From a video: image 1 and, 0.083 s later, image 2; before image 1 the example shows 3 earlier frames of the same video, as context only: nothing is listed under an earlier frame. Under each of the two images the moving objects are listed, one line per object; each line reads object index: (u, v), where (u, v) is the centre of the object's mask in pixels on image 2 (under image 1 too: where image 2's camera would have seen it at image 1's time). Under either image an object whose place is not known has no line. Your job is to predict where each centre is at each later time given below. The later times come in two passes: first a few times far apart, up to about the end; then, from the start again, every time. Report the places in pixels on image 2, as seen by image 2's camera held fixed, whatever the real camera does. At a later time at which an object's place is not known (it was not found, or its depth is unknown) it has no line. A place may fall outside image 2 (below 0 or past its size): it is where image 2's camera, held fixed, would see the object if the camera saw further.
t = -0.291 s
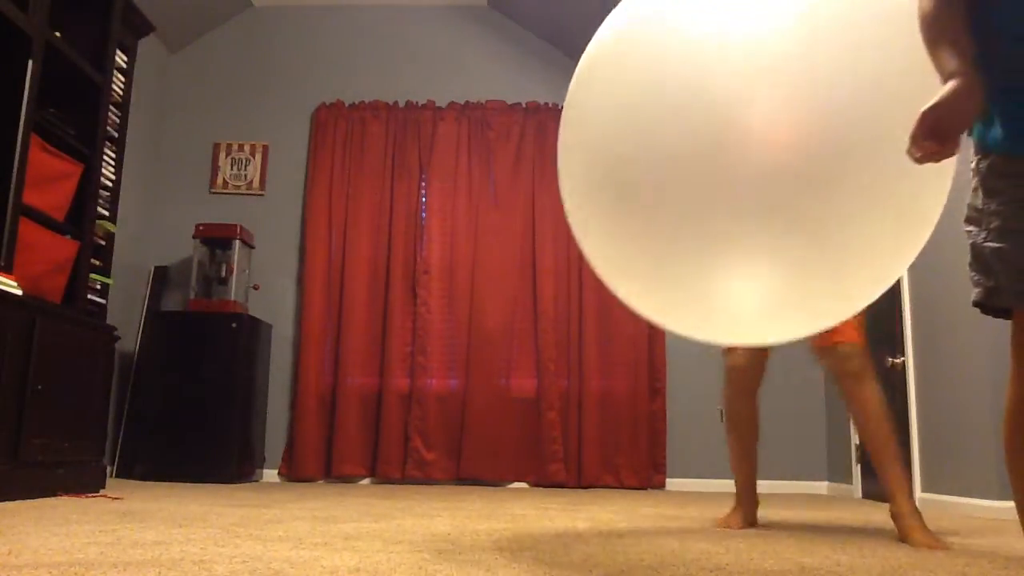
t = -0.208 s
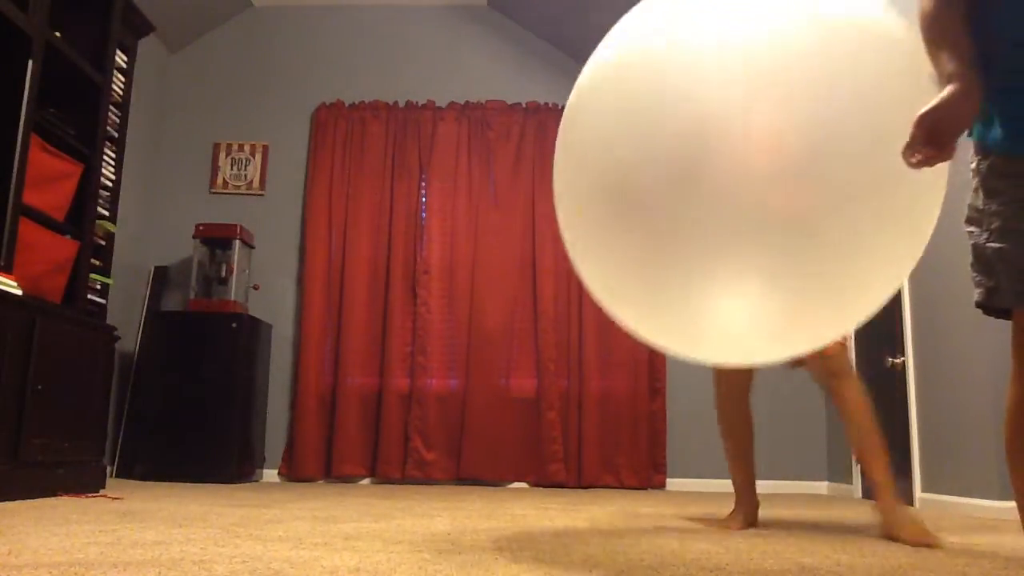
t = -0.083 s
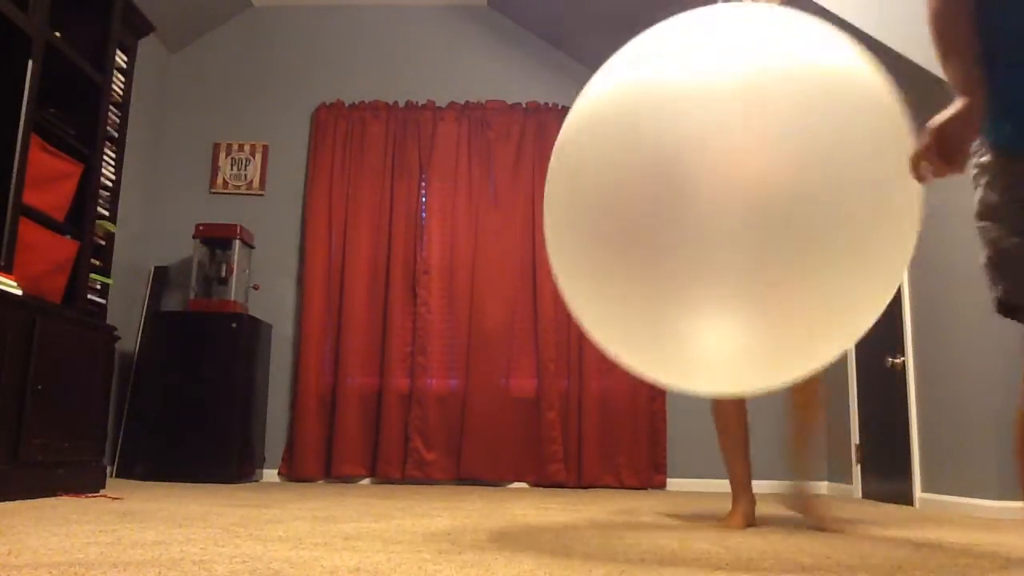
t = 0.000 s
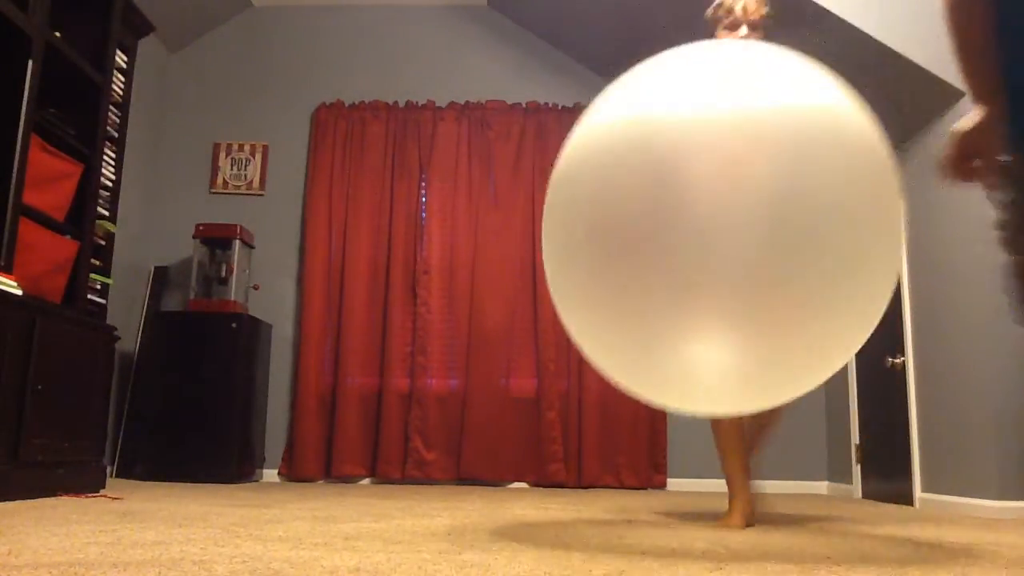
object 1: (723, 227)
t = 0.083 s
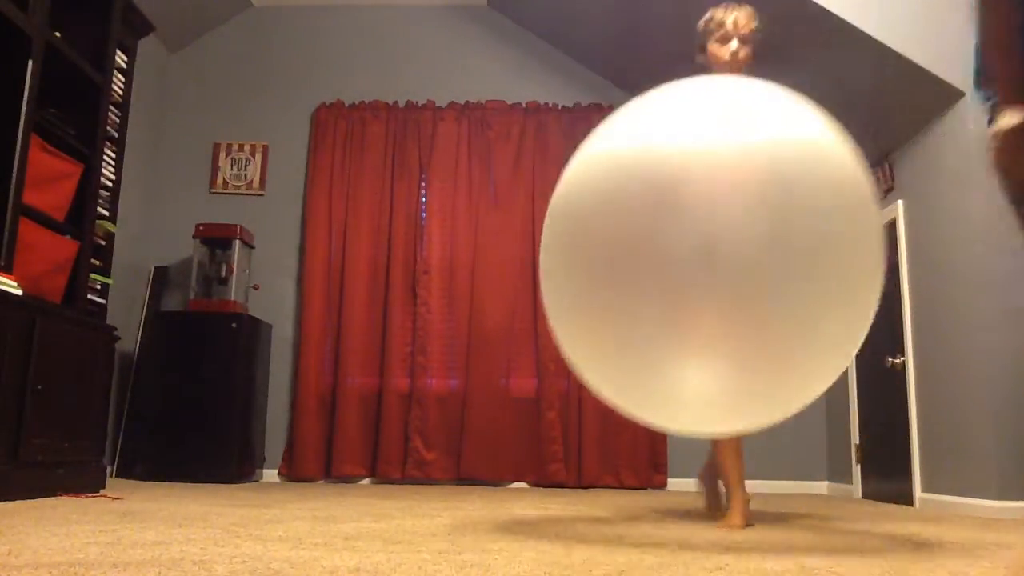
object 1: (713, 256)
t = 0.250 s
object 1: (685, 305)
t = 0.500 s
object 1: (641, 285)
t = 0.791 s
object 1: (598, 299)
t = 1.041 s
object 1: (575, 341)
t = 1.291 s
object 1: (554, 365)
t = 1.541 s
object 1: (530, 312)
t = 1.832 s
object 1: (508, 301)
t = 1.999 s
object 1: (508, 313)
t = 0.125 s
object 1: (706, 271)
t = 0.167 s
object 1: (700, 284)
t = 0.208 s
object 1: (692, 296)
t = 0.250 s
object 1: (685, 305)
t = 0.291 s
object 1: (678, 308)
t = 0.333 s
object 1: (671, 307)
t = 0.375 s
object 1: (664, 301)
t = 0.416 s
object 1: (656, 294)
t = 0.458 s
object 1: (649, 288)
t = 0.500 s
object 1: (641, 285)
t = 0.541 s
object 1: (633, 284)
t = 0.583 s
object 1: (625, 284)
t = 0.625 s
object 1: (619, 284)
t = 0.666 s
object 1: (614, 286)
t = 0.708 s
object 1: (609, 290)
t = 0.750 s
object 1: (603, 294)
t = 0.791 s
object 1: (598, 299)
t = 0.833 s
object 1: (593, 306)
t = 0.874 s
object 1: (589, 312)
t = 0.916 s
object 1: (585, 319)
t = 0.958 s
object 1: (581, 326)
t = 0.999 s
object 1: (578, 333)
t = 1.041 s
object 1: (575, 341)
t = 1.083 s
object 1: (572, 348)
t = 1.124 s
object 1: (569, 355)
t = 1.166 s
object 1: (567, 360)
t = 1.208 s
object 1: (563, 365)
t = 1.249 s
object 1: (559, 366)
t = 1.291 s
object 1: (554, 365)
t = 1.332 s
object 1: (548, 360)
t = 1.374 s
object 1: (542, 351)
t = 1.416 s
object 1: (538, 342)
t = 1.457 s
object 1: (536, 331)
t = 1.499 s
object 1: (533, 321)
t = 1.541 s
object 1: (530, 312)
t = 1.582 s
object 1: (527, 304)
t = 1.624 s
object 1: (525, 298)
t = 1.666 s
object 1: (522, 295)
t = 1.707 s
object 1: (519, 294)
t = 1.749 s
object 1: (516, 294)
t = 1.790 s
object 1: (511, 297)
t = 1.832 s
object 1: (508, 301)
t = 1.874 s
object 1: (506, 306)
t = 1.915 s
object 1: (505, 309)
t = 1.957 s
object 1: (506, 312)
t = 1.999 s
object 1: (508, 313)
